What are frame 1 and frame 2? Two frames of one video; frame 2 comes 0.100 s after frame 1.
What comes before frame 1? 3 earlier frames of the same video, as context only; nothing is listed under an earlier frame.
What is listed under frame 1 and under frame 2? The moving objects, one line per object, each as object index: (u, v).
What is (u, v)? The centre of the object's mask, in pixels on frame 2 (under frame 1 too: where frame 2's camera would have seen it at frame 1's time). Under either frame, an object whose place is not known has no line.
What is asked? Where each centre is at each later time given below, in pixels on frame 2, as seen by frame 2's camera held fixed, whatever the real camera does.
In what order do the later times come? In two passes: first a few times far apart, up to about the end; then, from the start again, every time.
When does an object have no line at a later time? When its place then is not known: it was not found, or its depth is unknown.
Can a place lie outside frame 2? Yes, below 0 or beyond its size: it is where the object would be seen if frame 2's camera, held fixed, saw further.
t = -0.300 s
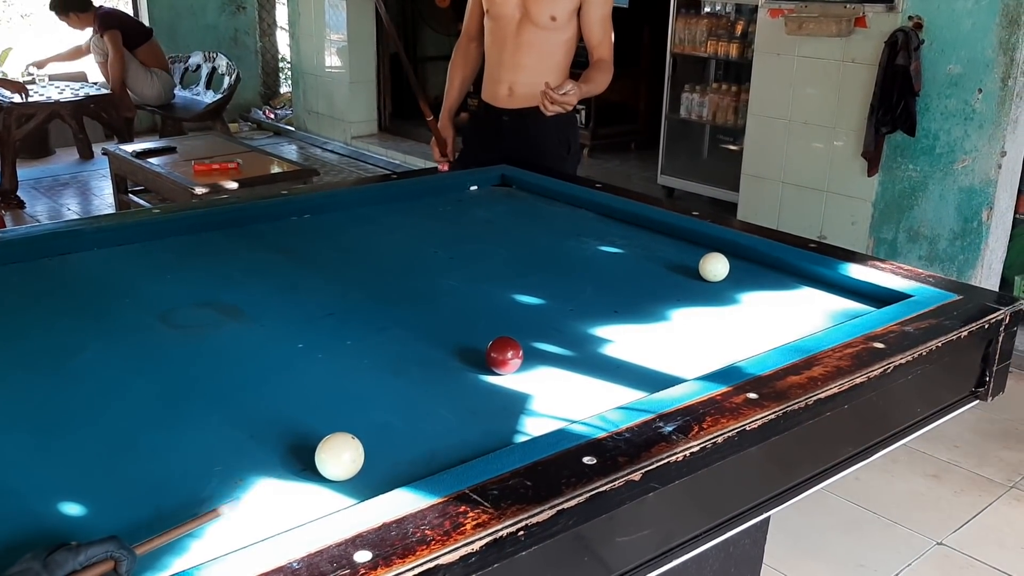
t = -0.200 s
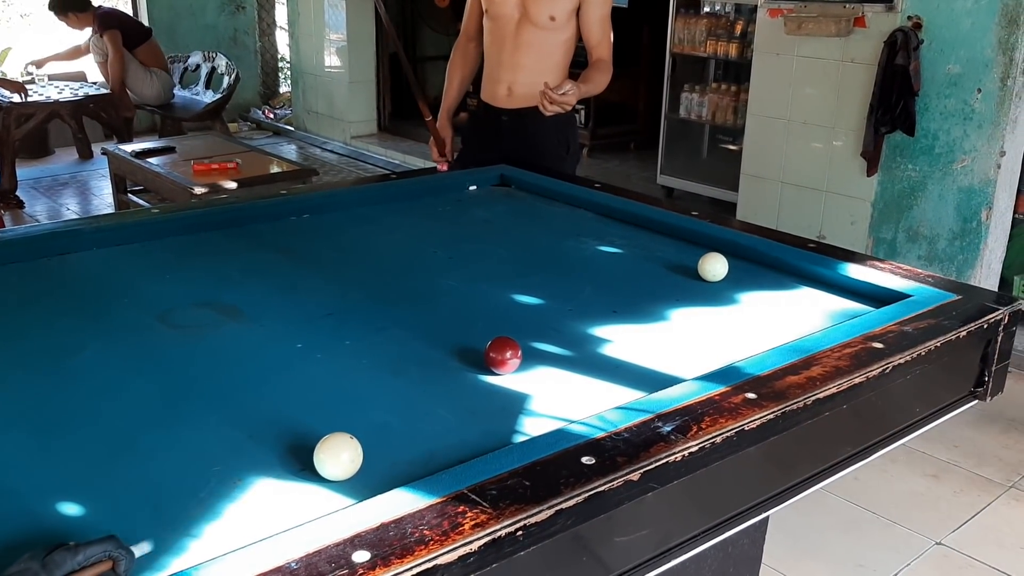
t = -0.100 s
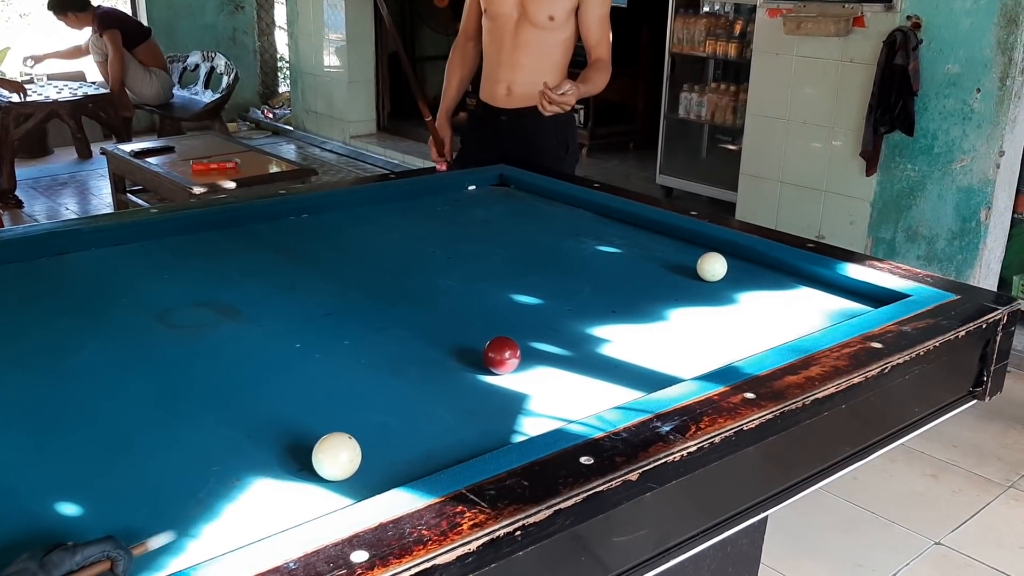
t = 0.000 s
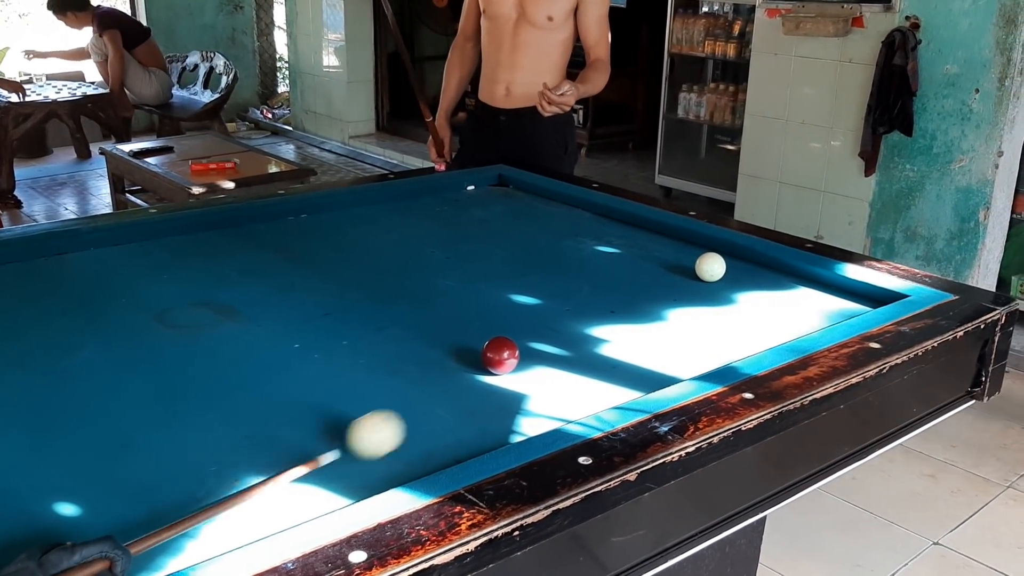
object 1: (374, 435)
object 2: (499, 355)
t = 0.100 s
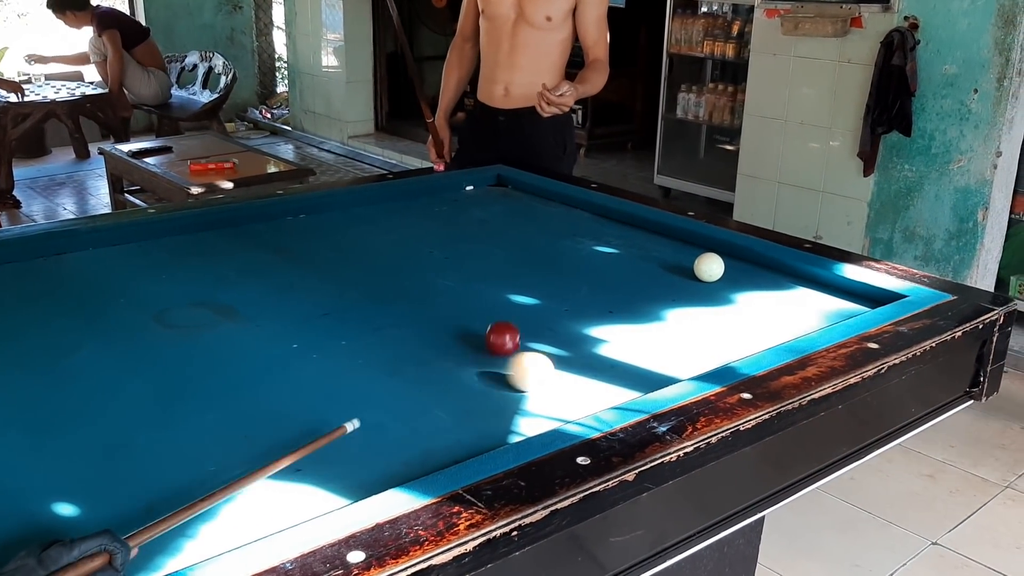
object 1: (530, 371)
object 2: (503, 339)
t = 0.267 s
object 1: (696, 366)
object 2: (521, 261)
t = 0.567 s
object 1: (740, 308)
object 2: (535, 191)
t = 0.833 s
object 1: (765, 267)
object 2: (443, 191)
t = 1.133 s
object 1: (667, 254)
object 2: (407, 214)
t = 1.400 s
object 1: (576, 246)
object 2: (371, 239)
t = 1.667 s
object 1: (491, 238)
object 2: (328, 267)
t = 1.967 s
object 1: (401, 230)
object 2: (271, 306)
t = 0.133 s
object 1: (570, 372)
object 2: (507, 319)
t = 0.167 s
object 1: (607, 373)
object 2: (511, 302)
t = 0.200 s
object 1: (641, 376)
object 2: (515, 287)
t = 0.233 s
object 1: (673, 371)
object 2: (518, 273)
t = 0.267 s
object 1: (696, 366)
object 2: (521, 261)
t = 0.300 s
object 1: (699, 362)
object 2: (523, 250)
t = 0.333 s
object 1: (705, 356)
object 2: (526, 241)
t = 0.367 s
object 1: (713, 348)
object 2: (527, 232)
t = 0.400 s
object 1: (718, 340)
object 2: (530, 224)
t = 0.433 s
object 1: (718, 335)
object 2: (531, 217)
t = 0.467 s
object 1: (723, 328)
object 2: (533, 209)
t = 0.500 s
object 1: (731, 319)
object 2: (535, 202)
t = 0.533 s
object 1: (737, 314)
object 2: (536, 196)
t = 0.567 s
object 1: (740, 308)
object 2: (535, 191)
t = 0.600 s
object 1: (743, 302)
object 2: (519, 190)
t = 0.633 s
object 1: (745, 296)
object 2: (503, 190)
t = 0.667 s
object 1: (749, 290)
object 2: (489, 189)
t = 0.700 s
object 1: (753, 286)
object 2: (475, 188)
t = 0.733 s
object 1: (756, 281)
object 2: (463, 187)
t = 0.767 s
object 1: (759, 276)
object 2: (450, 186)
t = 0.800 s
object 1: (763, 271)
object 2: (447, 188)
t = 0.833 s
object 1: (765, 267)
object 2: (443, 191)
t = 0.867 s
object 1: (767, 262)
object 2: (439, 194)
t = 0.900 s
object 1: (754, 261)
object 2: (435, 196)
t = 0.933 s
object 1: (741, 260)
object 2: (432, 198)
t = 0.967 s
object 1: (731, 258)
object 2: (428, 201)
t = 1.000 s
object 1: (720, 253)
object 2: (424, 203)
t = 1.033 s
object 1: (700, 252)
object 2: (420, 206)
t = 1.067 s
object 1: (689, 255)
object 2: (415, 209)
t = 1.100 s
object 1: (679, 255)
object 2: (412, 212)
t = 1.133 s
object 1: (667, 254)
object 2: (407, 214)
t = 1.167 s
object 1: (655, 253)
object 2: (403, 218)
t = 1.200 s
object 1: (644, 252)
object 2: (399, 220)
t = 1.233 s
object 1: (632, 251)
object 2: (394, 223)
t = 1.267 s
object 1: (621, 250)
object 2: (389, 226)
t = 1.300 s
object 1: (609, 249)
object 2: (385, 229)
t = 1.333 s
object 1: (598, 248)
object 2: (380, 232)
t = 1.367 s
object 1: (587, 247)
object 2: (376, 236)
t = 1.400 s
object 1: (576, 246)
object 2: (371, 239)
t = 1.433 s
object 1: (565, 245)
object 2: (365, 242)
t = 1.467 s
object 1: (554, 244)
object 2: (360, 246)
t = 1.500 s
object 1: (543, 243)
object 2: (355, 249)
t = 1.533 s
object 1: (533, 242)
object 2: (350, 252)
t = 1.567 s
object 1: (522, 241)
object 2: (344, 256)
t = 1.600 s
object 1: (512, 240)
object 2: (339, 260)
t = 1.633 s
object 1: (501, 239)
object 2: (333, 264)
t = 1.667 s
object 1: (491, 238)
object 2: (328, 267)
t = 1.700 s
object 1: (481, 237)
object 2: (322, 271)
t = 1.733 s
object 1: (470, 236)
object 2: (316, 275)
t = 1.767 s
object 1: (460, 235)
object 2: (310, 279)
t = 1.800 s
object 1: (450, 234)
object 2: (304, 283)
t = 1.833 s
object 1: (440, 234)
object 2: (298, 288)
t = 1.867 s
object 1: (430, 233)
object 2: (292, 292)
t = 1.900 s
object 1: (421, 232)
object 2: (285, 297)
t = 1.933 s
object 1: (411, 231)
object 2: (278, 301)
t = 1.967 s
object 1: (401, 230)
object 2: (271, 306)
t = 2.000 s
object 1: (392, 229)
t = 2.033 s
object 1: (382, 229)
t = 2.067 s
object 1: (373, 228)
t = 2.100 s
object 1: (363, 227)
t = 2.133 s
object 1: (354, 226)
